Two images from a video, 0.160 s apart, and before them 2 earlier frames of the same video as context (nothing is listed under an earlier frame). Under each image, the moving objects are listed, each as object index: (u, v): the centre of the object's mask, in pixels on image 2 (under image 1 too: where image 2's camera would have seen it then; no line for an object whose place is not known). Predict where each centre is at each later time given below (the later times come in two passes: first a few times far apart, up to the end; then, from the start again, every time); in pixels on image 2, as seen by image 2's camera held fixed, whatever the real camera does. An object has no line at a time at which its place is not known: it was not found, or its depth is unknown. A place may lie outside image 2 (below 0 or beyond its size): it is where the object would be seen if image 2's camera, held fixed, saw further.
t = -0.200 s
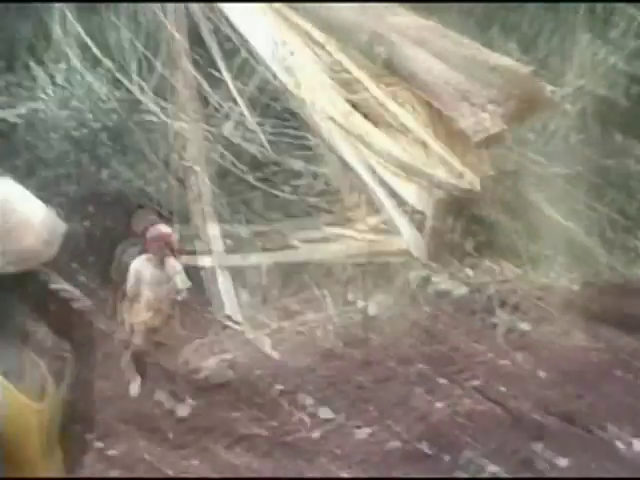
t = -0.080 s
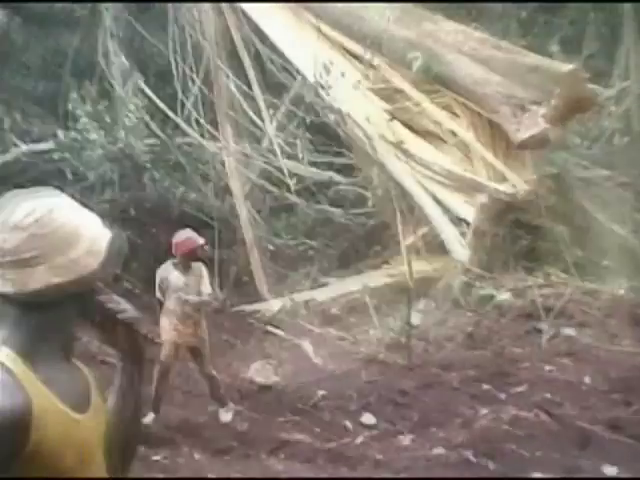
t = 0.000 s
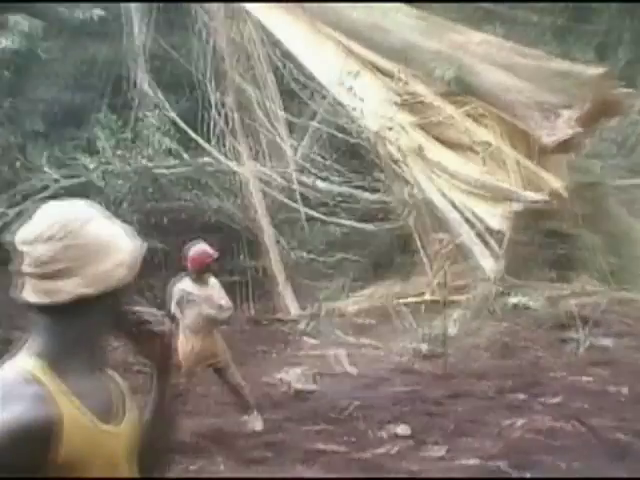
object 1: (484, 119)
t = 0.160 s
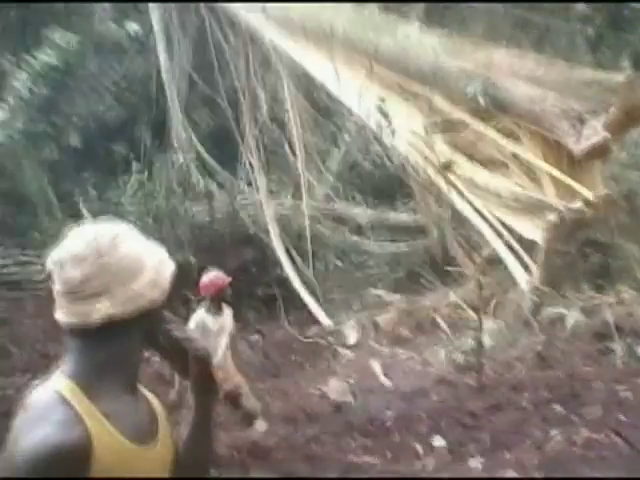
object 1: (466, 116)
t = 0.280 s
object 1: (450, 118)
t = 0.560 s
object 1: (400, 138)
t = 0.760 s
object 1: (377, 165)
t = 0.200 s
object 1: (459, 116)
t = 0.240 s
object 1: (455, 120)
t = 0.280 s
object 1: (450, 118)
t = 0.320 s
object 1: (444, 121)
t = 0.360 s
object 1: (435, 123)
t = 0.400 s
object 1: (429, 127)
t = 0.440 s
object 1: (423, 129)
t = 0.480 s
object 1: (419, 130)
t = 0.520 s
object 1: (403, 134)
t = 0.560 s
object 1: (400, 138)
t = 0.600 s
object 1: (392, 144)
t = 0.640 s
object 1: (390, 150)
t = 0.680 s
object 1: (383, 154)
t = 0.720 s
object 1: (384, 160)
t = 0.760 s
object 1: (377, 165)
